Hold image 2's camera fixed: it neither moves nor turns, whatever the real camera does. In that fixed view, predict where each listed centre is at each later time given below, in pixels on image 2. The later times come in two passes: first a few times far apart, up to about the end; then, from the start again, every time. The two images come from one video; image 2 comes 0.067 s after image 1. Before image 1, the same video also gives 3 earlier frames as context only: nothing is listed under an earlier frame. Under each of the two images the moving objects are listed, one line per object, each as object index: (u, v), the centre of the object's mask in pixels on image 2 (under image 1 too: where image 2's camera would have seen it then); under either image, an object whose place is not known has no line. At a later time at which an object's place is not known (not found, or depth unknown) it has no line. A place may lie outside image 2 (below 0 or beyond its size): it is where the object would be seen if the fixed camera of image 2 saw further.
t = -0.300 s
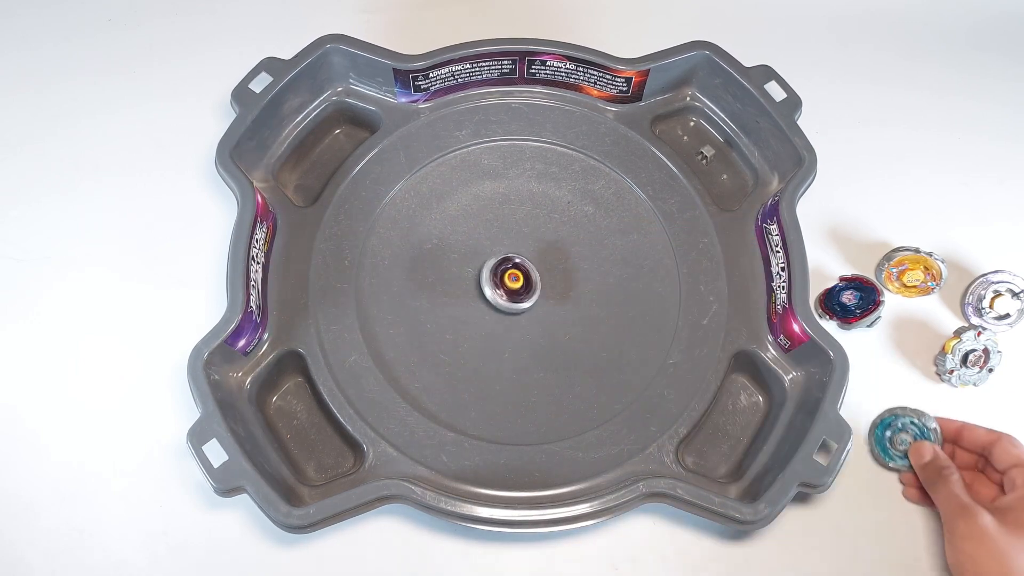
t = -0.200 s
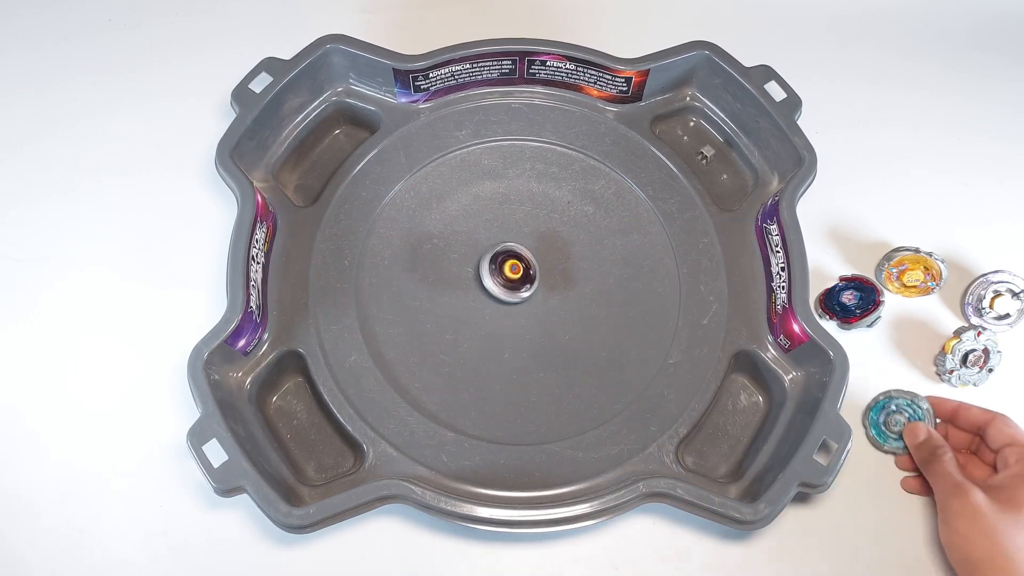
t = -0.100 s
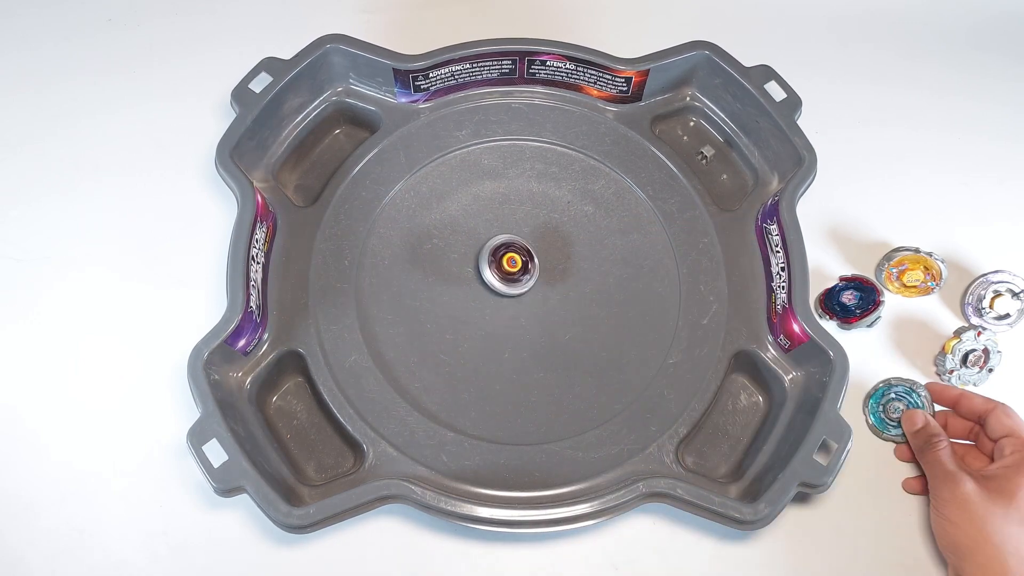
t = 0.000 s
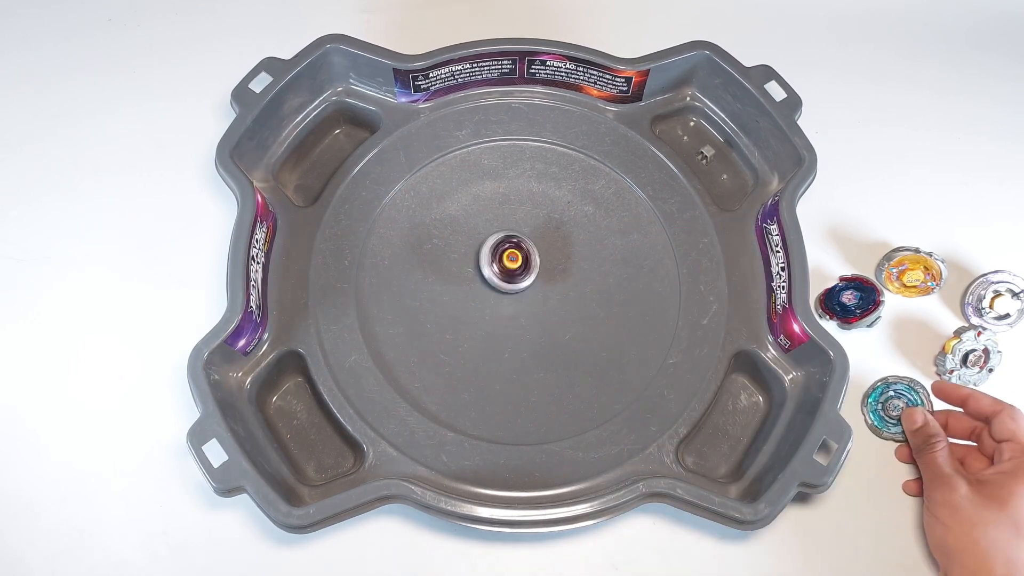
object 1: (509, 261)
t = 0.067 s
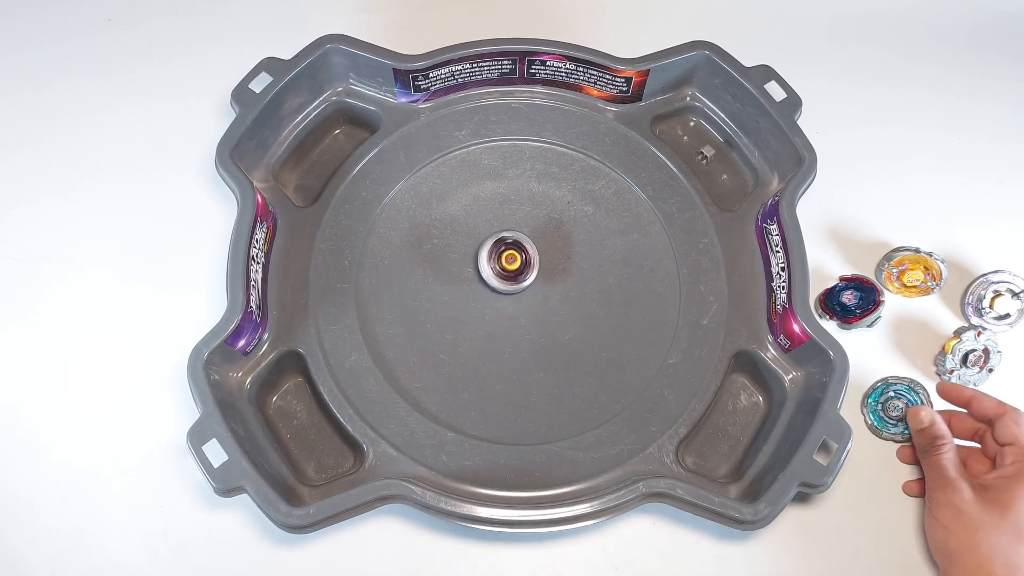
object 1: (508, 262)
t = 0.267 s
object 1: (507, 262)
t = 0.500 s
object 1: (514, 271)
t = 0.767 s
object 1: (528, 294)
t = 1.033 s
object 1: (535, 308)
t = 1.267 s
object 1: (537, 307)
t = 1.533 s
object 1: (533, 304)
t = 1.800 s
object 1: (511, 290)
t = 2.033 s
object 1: (498, 282)
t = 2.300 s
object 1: (498, 288)
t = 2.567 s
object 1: (503, 290)
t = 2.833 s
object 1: (524, 290)
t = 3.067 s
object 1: (537, 292)
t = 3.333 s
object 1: (533, 287)
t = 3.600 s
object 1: (532, 286)
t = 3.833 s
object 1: (518, 293)
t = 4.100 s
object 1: (506, 294)
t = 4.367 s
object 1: (508, 298)
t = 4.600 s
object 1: (509, 297)
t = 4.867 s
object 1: (518, 284)
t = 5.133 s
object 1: (530, 278)
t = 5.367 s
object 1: (532, 280)
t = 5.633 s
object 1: (525, 295)
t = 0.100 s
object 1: (508, 261)
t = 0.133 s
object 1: (509, 261)
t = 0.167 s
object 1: (508, 262)
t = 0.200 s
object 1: (507, 263)
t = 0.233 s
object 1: (506, 262)
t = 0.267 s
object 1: (507, 262)
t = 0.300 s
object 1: (508, 263)
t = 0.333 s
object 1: (509, 263)
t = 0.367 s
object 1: (510, 264)
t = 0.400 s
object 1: (511, 265)
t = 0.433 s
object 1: (511, 267)
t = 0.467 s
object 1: (513, 269)
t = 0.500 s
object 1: (514, 271)
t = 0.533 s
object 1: (516, 273)
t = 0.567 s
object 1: (517, 275)
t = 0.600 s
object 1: (519, 278)
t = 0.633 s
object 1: (520, 281)
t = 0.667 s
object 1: (521, 284)
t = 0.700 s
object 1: (524, 288)
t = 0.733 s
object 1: (526, 291)
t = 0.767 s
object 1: (528, 294)
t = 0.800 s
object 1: (529, 297)
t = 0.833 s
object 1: (531, 300)
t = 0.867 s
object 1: (532, 303)
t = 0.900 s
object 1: (533, 305)
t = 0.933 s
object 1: (534, 306)
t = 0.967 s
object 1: (535, 307)
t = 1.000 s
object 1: (535, 308)
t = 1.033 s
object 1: (535, 308)
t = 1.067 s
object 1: (536, 308)
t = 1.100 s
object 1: (535, 309)
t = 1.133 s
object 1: (536, 308)
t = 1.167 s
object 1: (536, 308)
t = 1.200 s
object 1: (535, 308)
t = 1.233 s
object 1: (537, 306)
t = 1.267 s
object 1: (537, 307)
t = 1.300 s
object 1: (537, 306)
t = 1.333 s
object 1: (537, 306)
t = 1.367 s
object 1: (538, 306)
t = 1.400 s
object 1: (538, 306)
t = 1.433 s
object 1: (537, 306)
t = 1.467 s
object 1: (536, 305)
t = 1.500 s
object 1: (535, 305)
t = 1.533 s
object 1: (533, 304)
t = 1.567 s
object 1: (531, 303)
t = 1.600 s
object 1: (527, 301)
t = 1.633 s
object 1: (525, 299)
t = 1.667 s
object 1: (522, 298)
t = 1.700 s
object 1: (520, 295)
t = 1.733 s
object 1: (516, 294)
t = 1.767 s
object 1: (513, 292)
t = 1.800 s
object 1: (511, 290)
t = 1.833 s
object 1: (508, 289)
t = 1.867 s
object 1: (505, 287)
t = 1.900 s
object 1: (503, 285)
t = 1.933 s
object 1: (501, 285)
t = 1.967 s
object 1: (499, 283)
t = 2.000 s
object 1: (498, 283)
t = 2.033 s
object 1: (498, 282)
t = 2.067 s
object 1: (497, 282)
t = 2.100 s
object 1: (497, 282)
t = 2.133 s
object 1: (498, 283)
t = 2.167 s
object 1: (498, 283)
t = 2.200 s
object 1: (498, 285)
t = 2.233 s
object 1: (499, 286)
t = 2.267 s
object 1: (499, 287)
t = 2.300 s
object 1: (498, 288)
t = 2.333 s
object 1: (498, 290)
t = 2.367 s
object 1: (497, 290)
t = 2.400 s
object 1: (497, 290)
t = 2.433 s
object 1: (498, 290)
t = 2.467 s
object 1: (498, 290)
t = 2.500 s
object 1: (500, 290)
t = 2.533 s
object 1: (502, 289)
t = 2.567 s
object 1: (503, 290)
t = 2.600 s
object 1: (505, 290)
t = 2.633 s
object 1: (508, 290)
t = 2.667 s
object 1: (510, 290)
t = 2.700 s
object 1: (513, 290)
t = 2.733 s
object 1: (515, 290)
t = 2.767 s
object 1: (518, 290)
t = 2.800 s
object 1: (521, 290)
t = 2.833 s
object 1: (524, 290)
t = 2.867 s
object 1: (526, 291)
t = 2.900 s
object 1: (530, 291)
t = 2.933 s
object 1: (531, 291)
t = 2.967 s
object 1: (534, 291)
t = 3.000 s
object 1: (535, 291)
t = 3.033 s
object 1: (536, 292)
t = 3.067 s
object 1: (537, 292)
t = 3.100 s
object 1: (536, 292)
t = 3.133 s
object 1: (536, 292)
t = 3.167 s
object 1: (536, 291)
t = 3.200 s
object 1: (535, 291)
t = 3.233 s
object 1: (535, 290)
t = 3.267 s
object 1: (534, 289)
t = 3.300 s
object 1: (534, 289)
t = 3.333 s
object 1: (533, 287)
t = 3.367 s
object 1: (533, 287)
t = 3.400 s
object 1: (534, 285)
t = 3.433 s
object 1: (533, 285)
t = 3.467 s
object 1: (534, 284)
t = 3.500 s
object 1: (534, 284)
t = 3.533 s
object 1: (534, 285)
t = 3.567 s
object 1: (533, 285)
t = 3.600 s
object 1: (532, 286)
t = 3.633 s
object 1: (530, 287)
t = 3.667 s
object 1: (528, 289)
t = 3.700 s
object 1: (527, 290)
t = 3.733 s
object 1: (524, 292)
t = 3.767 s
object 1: (522, 291)
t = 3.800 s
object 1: (520, 294)
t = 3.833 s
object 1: (518, 293)
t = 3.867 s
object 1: (516, 294)
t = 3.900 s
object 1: (515, 294)
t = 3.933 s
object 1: (512, 294)
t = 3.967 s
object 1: (511, 295)
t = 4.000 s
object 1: (509, 295)
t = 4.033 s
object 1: (508, 295)
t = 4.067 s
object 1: (506, 295)
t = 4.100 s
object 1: (506, 294)
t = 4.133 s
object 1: (506, 294)
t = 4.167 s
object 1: (505, 294)
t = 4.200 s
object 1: (506, 294)
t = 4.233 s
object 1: (506, 295)
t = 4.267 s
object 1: (507, 296)
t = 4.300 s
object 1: (507, 297)
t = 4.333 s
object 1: (507, 297)
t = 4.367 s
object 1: (508, 298)
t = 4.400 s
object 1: (508, 299)
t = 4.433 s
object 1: (508, 300)
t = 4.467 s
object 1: (508, 300)
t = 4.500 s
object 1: (508, 300)
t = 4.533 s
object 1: (508, 299)
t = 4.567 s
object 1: (508, 299)
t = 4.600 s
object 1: (509, 297)
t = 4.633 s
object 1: (509, 296)
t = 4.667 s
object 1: (510, 294)
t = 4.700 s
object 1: (511, 293)
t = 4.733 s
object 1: (512, 291)
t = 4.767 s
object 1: (514, 290)
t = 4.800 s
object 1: (514, 287)
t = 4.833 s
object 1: (516, 286)
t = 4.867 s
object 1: (518, 284)
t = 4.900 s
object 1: (520, 282)
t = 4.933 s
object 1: (521, 281)
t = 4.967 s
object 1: (523, 280)
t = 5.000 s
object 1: (524, 279)
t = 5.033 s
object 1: (527, 279)
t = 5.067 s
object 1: (528, 279)
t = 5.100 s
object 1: (529, 277)
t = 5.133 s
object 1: (530, 278)
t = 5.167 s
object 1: (530, 279)
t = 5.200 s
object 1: (531, 279)
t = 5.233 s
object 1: (531, 279)
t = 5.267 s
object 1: (532, 279)
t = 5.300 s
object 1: (531, 279)
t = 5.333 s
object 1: (531, 280)
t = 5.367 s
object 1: (532, 280)
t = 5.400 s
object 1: (531, 281)
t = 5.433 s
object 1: (532, 283)
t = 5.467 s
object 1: (531, 284)
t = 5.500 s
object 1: (530, 286)
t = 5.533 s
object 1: (530, 289)
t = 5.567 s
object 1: (528, 290)
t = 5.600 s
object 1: (526, 291)
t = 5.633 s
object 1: (525, 295)
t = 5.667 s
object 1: (524, 296)
